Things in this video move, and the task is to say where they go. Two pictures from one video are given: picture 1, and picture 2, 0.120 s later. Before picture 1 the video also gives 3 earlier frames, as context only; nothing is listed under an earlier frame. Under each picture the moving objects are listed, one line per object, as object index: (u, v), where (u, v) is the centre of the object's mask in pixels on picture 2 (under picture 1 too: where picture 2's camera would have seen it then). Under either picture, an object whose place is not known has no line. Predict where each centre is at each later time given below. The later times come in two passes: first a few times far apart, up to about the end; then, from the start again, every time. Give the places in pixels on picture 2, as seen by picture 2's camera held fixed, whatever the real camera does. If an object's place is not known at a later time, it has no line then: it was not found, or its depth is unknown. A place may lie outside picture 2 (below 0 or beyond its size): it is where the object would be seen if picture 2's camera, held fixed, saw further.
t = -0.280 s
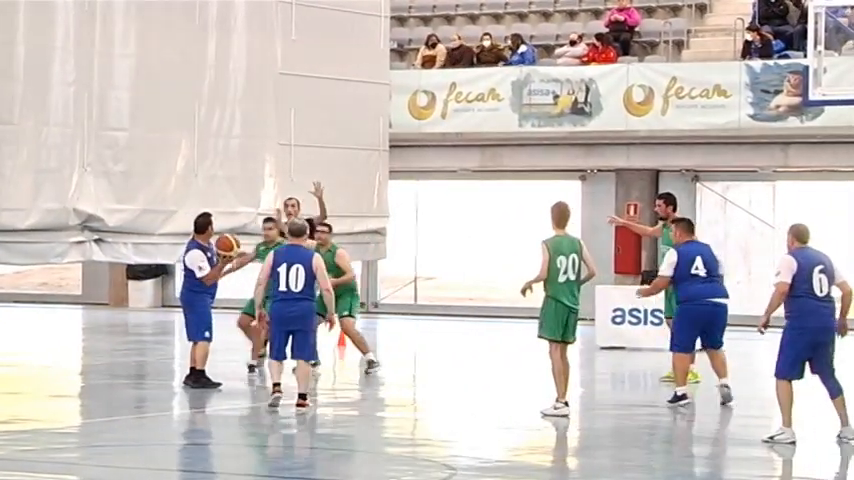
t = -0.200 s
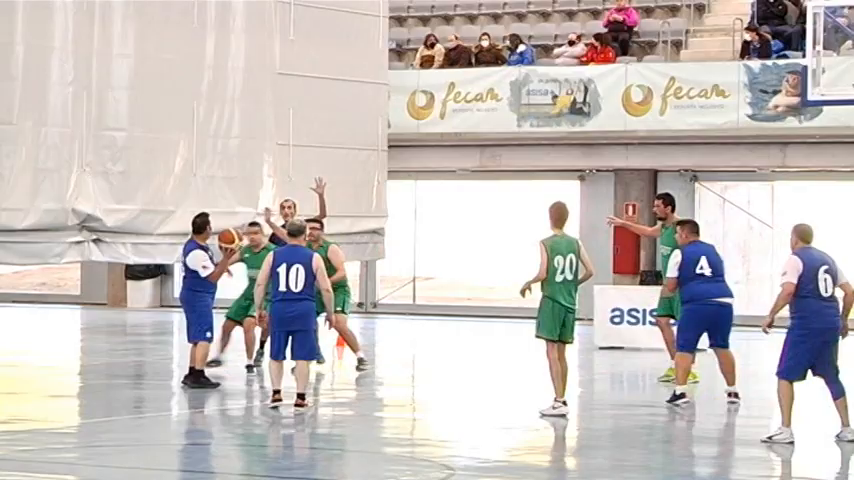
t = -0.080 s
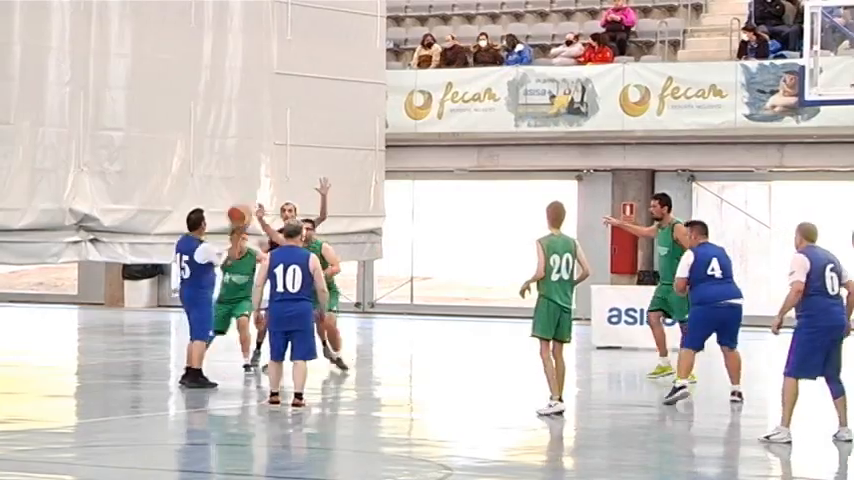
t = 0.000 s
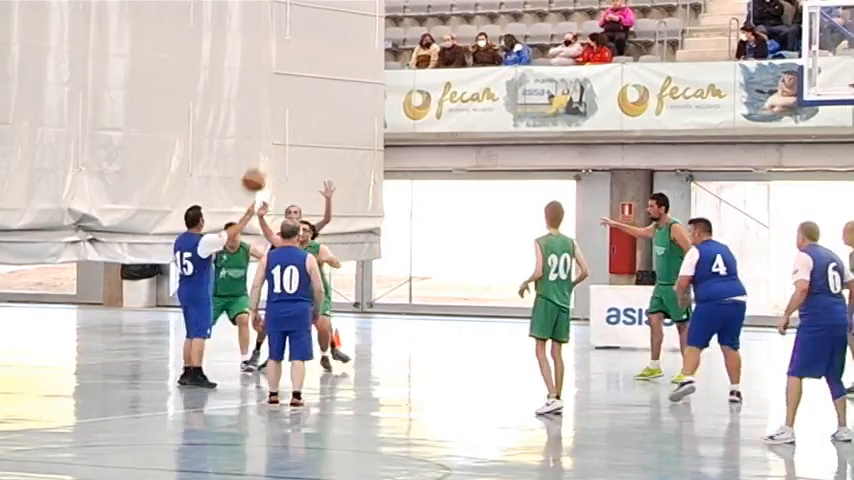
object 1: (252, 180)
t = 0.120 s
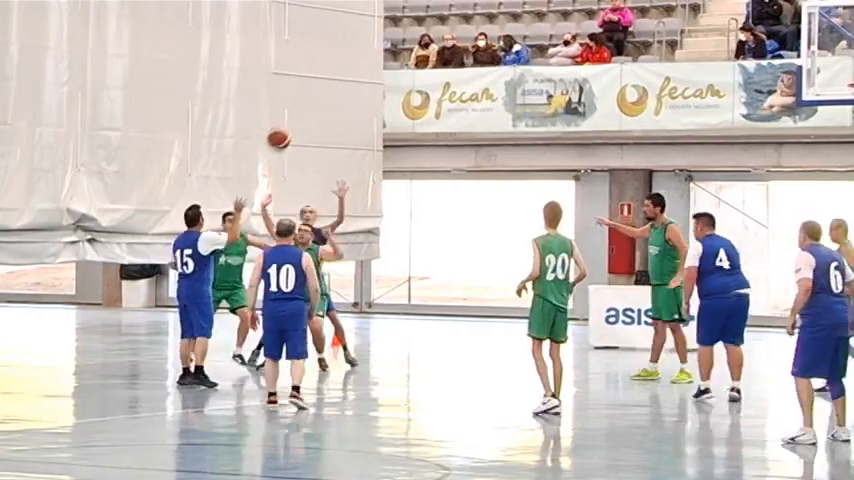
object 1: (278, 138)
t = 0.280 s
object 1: (310, 107)
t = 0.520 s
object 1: (353, 105)
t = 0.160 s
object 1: (286, 128)
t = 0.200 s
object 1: (294, 119)
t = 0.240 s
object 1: (302, 113)
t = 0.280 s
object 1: (310, 107)
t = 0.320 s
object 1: (318, 102)
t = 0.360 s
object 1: (325, 100)
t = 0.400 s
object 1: (333, 99)
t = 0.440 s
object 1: (340, 100)
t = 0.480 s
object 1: (346, 102)
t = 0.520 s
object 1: (353, 105)
